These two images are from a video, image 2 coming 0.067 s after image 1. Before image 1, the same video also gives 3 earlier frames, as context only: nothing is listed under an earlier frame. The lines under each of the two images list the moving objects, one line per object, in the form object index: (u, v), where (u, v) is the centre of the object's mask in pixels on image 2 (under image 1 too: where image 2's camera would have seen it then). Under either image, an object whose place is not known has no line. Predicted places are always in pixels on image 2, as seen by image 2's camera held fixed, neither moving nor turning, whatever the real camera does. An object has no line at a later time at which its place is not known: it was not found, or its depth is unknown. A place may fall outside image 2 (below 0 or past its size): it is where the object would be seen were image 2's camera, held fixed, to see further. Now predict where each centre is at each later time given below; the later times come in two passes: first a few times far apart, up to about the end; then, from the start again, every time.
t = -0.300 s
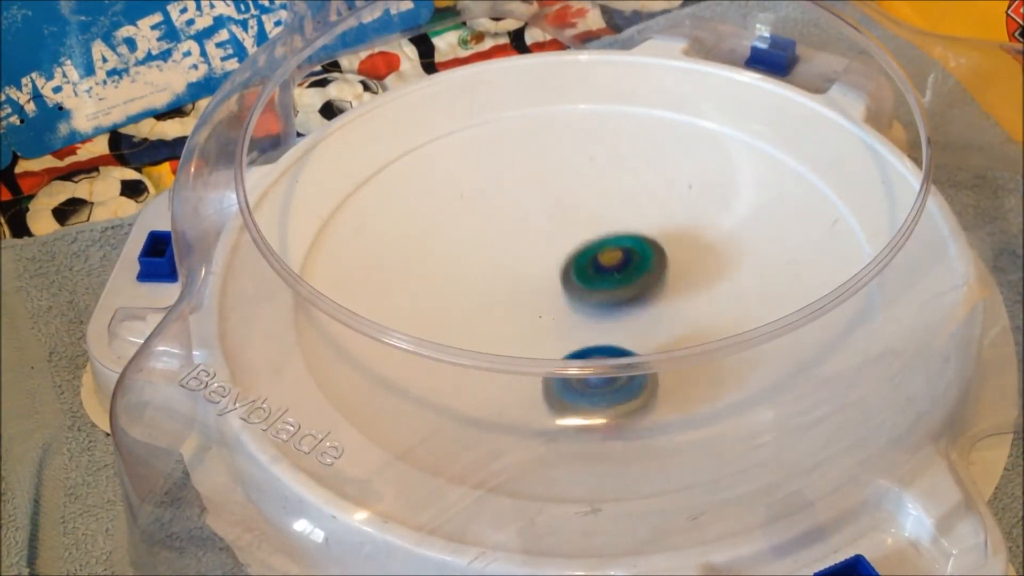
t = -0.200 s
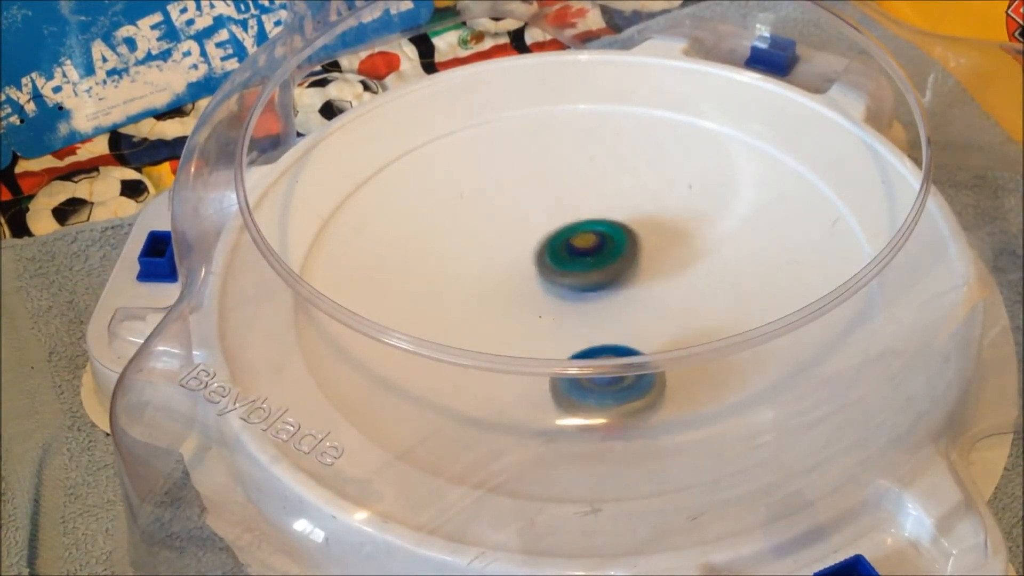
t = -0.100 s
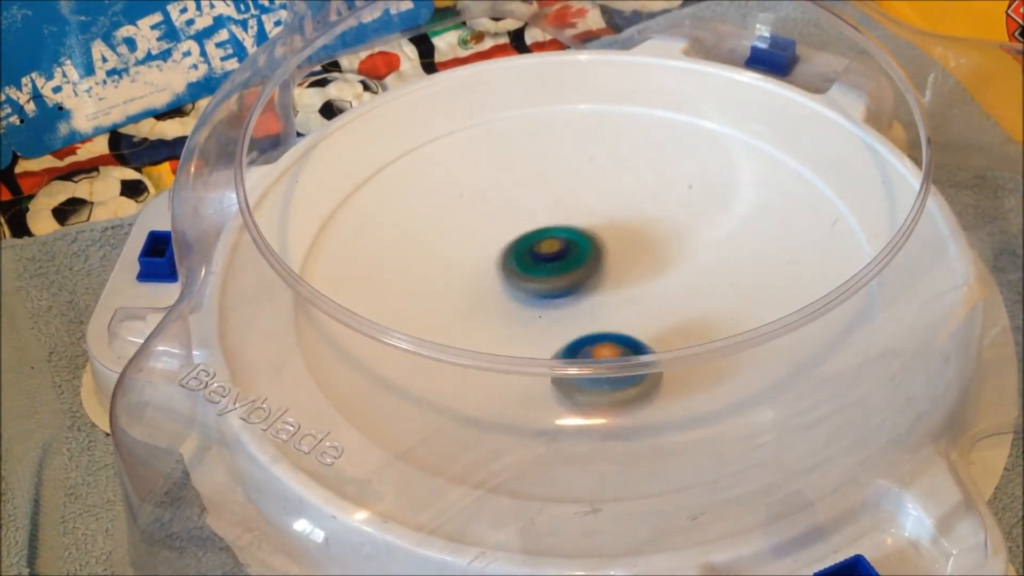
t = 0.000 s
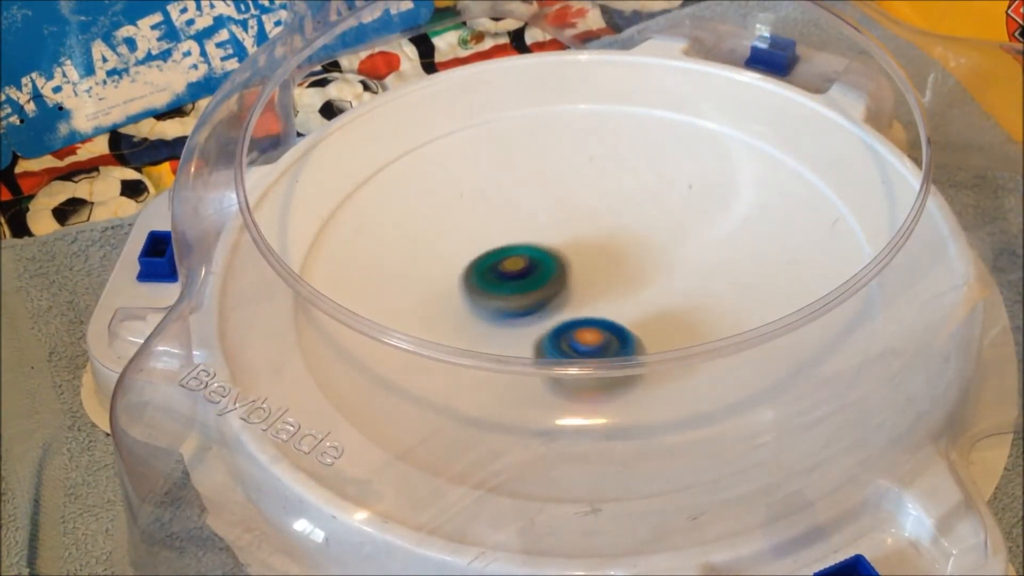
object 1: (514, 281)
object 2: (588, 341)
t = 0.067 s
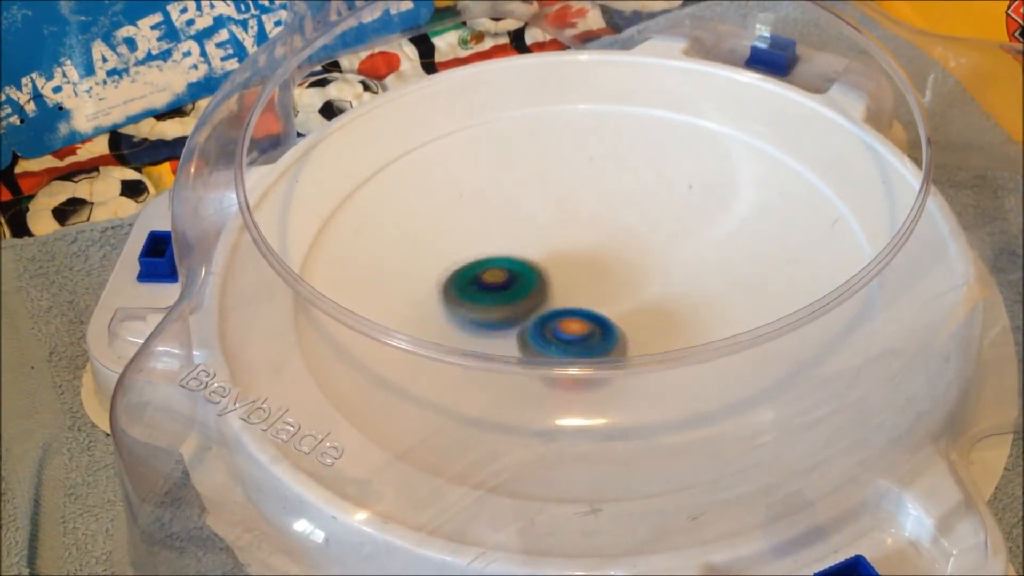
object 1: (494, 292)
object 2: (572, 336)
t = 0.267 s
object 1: (411, 239)
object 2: (525, 326)
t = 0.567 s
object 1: (337, 222)
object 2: (462, 273)
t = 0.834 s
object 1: (291, 197)
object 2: (616, 249)
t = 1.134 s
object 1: (312, 167)
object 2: (695, 177)
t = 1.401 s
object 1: (365, 118)
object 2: (648, 108)
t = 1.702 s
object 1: (416, 86)
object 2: (580, 101)
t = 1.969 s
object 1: (502, 69)
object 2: (531, 192)
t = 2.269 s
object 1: (602, 70)
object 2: (568, 307)
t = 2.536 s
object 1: (655, 109)
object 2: (645, 348)
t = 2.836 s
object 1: (664, 221)
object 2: (672, 325)
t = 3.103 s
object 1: (691, 181)
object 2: (579, 387)
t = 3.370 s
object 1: (629, 242)
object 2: (539, 359)
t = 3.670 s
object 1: (569, 313)
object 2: (451, 306)
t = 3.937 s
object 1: (528, 345)
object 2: (407, 256)
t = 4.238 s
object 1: (512, 337)
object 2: (400, 207)
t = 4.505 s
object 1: (497, 323)
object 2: (434, 185)
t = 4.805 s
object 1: (479, 261)
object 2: (526, 180)
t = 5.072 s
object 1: (465, 201)
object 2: (611, 183)
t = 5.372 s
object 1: (465, 172)
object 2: (678, 190)
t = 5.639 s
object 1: (483, 173)
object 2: (690, 218)
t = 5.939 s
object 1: (542, 199)
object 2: (647, 279)
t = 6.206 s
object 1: (617, 227)
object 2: (581, 327)
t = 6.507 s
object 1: (675, 248)
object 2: (515, 340)
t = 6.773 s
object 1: (677, 260)
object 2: (482, 333)
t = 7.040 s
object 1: (642, 277)
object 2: (459, 293)
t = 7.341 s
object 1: (557, 302)
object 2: (453, 215)
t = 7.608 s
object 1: (485, 310)
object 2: (455, 168)
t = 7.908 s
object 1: (446, 300)
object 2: (485, 163)
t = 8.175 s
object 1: (445, 281)
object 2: (561, 195)
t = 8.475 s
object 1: (476, 235)
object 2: (652, 228)
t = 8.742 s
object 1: (507, 196)
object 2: (696, 251)
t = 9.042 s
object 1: (542, 177)
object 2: (674, 274)
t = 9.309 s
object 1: (571, 185)
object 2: (591, 303)
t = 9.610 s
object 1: (619, 217)
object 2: (487, 315)
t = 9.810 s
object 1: (636, 240)
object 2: (438, 308)
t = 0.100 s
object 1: (475, 281)
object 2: (570, 336)
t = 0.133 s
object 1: (457, 272)
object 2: (567, 337)
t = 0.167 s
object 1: (442, 259)
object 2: (558, 336)
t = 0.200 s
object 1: (430, 254)
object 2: (547, 336)
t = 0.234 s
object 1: (420, 246)
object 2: (536, 332)
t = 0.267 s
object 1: (411, 239)
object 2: (525, 326)
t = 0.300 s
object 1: (401, 235)
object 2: (515, 319)
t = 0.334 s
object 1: (392, 233)
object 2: (504, 312)
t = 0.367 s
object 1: (384, 232)
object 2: (493, 304)
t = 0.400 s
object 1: (376, 233)
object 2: (482, 296)
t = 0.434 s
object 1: (369, 234)
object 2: (471, 288)
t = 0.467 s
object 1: (364, 236)
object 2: (460, 281)
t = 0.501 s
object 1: (354, 233)
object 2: (456, 277)
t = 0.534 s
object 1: (343, 226)
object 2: (459, 276)
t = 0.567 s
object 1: (337, 222)
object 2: (462, 273)
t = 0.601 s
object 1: (337, 220)
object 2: (464, 269)
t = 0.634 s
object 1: (339, 219)
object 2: (463, 264)
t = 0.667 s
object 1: (345, 219)
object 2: (462, 257)
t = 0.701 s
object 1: (353, 220)
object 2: (459, 250)
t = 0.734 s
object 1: (335, 210)
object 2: (490, 247)
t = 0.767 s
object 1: (317, 197)
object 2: (537, 250)
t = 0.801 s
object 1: (303, 197)
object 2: (579, 251)
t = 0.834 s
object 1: (291, 197)
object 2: (616, 249)
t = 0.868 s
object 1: (287, 194)
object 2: (648, 244)
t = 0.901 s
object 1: (283, 189)
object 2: (674, 239)
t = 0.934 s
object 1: (282, 186)
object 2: (692, 232)
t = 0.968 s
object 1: (285, 184)
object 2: (704, 225)
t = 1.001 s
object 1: (288, 182)
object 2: (709, 217)
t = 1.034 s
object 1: (292, 178)
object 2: (710, 207)
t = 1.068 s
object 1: (297, 175)
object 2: (706, 197)
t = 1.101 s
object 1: (303, 171)
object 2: (701, 187)
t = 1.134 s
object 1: (312, 167)
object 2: (695, 177)
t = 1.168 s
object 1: (319, 162)
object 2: (690, 167)
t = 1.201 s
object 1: (326, 158)
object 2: (685, 158)
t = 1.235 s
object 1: (332, 153)
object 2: (679, 149)
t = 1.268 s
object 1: (340, 146)
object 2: (674, 140)
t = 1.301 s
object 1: (346, 139)
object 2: (668, 131)
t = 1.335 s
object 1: (353, 133)
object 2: (662, 123)
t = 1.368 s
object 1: (358, 126)
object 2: (656, 115)
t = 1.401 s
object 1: (365, 118)
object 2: (648, 108)
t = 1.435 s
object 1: (370, 111)
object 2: (642, 101)
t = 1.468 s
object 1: (376, 104)
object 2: (635, 96)
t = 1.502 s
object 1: (381, 96)
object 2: (628, 92)
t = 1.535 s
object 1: (387, 89)
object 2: (621, 89)
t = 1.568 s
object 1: (393, 82)
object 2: (613, 90)
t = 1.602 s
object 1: (397, 82)
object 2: (606, 91)
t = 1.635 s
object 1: (402, 84)
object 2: (597, 93)
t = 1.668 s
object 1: (408, 86)
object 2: (589, 96)
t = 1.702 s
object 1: (416, 86)
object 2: (580, 101)
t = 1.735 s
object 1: (426, 86)
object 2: (573, 107)
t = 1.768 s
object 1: (437, 83)
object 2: (565, 114)
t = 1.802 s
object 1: (447, 81)
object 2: (557, 124)
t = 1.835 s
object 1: (458, 78)
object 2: (550, 135)
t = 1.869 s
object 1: (468, 75)
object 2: (542, 147)
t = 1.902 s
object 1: (480, 73)
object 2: (536, 161)
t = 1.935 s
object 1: (491, 70)
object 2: (533, 177)
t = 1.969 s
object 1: (502, 69)
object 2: (531, 192)
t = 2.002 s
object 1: (513, 68)
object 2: (530, 208)
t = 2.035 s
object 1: (524, 67)
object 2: (531, 223)
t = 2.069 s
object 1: (536, 66)
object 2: (533, 237)
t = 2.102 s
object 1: (547, 66)
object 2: (536, 250)
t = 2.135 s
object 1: (558, 66)
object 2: (541, 263)
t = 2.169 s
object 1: (569, 67)
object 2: (547, 275)
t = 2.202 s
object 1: (580, 67)
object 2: (553, 287)
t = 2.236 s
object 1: (591, 69)
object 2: (560, 297)
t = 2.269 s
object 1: (602, 70)
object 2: (568, 307)
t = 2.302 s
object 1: (612, 72)
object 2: (577, 317)
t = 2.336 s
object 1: (623, 75)
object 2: (586, 323)
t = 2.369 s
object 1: (632, 77)
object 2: (596, 327)
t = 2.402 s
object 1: (642, 80)
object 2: (606, 330)
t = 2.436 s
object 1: (651, 84)
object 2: (616, 332)
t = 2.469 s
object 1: (658, 88)
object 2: (626, 343)
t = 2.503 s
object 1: (661, 96)
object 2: (635, 346)
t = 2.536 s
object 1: (655, 109)
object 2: (645, 348)
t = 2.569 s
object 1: (650, 121)
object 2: (653, 350)
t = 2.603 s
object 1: (647, 134)
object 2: (660, 349)
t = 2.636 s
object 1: (645, 149)
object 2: (666, 348)
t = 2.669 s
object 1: (646, 161)
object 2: (672, 346)
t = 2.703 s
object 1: (649, 174)
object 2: (674, 343)
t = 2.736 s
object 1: (652, 187)
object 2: (677, 339)
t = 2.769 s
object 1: (655, 199)
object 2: (674, 329)
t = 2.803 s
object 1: (660, 211)
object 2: (674, 327)
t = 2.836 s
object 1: (664, 221)
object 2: (672, 325)
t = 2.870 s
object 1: (669, 232)
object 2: (669, 323)
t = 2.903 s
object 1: (674, 242)
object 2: (665, 321)
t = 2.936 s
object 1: (684, 233)
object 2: (647, 330)
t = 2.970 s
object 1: (693, 210)
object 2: (627, 357)
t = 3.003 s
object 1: (697, 193)
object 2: (608, 377)
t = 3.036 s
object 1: (698, 183)
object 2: (592, 385)
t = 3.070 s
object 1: (695, 179)
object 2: (583, 387)
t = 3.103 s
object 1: (691, 181)
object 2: (579, 387)
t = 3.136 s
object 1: (685, 186)
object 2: (576, 386)
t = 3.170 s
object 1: (679, 192)
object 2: (574, 385)
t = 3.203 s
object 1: (671, 199)
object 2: (571, 383)
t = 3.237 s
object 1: (663, 207)
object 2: (566, 380)
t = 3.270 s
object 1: (655, 215)
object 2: (561, 377)
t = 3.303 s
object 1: (646, 224)
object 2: (553, 377)
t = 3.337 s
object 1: (638, 233)
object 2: (546, 362)
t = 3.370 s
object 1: (629, 242)
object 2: (539, 359)
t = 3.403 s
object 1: (621, 252)
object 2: (532, 340)
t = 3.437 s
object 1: (612, 265)
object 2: (523, 337)
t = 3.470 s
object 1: (603, 274)
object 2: (515, 333)
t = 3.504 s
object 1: (595, 283)
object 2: (507, 330)
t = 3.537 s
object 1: (587, 290)
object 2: (496, 325)
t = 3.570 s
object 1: (586, 294)
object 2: (481, 322)
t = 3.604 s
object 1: (582, 300)
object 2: (469, 316)
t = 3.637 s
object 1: (576, 306)
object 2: (460, 312)
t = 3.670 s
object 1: (569, 313)
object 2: (451, 306)
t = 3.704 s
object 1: (563, 319)
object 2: (442, 300)
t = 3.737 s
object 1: (558, 323)
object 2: (435, 292)
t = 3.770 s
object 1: (552, 327)
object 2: (428, 286)
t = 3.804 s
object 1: (548, 329)
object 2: (423, 280)
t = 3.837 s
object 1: (543, 332)
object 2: (418, 275)
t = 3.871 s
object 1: (539, 334)
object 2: (414, 269)
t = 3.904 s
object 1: (534, 336)
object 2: (410, 263)
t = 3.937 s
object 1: (528, 345)
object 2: (407, 256)
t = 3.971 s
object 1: (525, 347)
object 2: (405, 251)
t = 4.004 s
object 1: (522, 349)
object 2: (403, 244)
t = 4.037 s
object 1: (519, 349)
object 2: (401, 238)
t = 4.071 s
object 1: (518, 349)
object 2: (399, 232)
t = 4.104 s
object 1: (516, 349)
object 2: (399, 227)
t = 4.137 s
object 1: (515, 348)
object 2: (398, 221)
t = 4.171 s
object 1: (514, 347)
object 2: (398, 216)
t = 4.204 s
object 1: (512, 346)
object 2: (399, 212)
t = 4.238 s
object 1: (512, 337)
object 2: (400, 207)
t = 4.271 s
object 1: (510, 336)
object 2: (402, 203)
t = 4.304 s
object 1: (508, 335)
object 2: (404, 199)
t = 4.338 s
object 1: (506, 333)
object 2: (408, 196)
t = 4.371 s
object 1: (504, 332)
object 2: (411, 194)
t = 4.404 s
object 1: (503, 330)
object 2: (416, 192)
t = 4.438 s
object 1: (501, 328)
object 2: (421, 189)
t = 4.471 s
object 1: (499, 325)
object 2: (427, 187)
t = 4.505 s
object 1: (497, 323)
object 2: (434, 185)
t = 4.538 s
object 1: (495, 319)
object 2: (442, 184)
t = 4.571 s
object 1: (493, 313)
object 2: (451, 183)
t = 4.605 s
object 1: (491, 306)
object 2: (460, 182)
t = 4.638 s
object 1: (489, 299)
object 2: (470, 181)
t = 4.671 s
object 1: (487, 291)
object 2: (481, 181)
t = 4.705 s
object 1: (485, 283)
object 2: (492, 180)
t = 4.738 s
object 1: (483, 276)
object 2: (503, 180)
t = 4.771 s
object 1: (481, 269)
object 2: (515, 180)
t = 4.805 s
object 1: (479, 261)
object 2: (526, 180)
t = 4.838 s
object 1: (477, 253)
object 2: (537, 180)
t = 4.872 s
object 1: (476, 244)
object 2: (548, 180)
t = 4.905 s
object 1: (474, 236)
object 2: (559, 180)
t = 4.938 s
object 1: (472, 229)
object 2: (569, 180)
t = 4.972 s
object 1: (470, 221)
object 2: (580, 180)
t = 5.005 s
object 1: (469, 213)
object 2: (591, 182)
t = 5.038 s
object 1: (467, 207)
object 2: (601, 182)
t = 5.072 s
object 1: (465, 201)
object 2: (611, 183)
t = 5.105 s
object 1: (464, 195)
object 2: (621, 184)
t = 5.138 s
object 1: (463, 190)
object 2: (630, 184)
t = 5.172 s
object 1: (463, 185)
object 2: (638, 185)
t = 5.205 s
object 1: (463, 181)
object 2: (646, 185)
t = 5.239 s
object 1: (463, 178)
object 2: (654, 186)
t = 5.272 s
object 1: (463, 176)
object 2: (661, 187)
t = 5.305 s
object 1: (464, 174)
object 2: (667, 188)
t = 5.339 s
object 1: (464, 172)
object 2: (673, 189)
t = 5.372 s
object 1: (465, 172)
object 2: (678, 190)
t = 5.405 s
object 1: (466, 171)
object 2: (682, 192)
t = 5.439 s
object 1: (468, 170)
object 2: (686, 194)
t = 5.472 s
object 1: (470, 170)
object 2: (688, 197)
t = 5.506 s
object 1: (472, 170)
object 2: (690, 200)
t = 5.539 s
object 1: (474, 171)
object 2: (691, 204)
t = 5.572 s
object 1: (477, 171)
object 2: (692, 207)
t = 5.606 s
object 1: (480, 172)
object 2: (691, 213)
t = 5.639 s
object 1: (483, 173)
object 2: (690, 218)
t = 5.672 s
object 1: (487, 175)
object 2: (688, 224)
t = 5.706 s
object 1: (492, 176)
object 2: (685, 230)
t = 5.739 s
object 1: (497, 178)
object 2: (682, 235)
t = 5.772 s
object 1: (503, 181)
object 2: (678, 242)
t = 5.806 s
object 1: (509, 184)
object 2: (672, 249)
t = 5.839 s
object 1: (516, 188)
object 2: (666, 257)
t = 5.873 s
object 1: (525, 191)
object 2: (660, 264)
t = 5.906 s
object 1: (533, 195)
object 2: (653, 271)
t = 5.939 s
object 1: (542, 199)
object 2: (647, 279)
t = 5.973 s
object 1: (552, 203)
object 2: (638, 286)
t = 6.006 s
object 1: (561, 207)
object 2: (630, 293)
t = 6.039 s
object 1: (570, 211)
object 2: (622, 300)
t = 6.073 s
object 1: (580, 214)
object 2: (614, 307)
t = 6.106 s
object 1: (589, 218)
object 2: (605, 312)
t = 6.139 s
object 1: (598, 221)
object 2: (597, 317)
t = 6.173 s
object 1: (608, 225)
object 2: (589, 323)
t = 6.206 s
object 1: (617, 227)
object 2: (581, 327)
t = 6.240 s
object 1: (626, 231)
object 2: (573, 331)
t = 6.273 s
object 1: (634, 233)
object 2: (566, 334)
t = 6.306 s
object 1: (642, 236)
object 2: (558, 336)
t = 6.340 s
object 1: (649, 238)
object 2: (550, 337)
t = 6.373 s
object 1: (656, 240)
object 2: (542, 339)
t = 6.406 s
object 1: (662, 243)
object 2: (534, 339)
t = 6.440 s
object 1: (668, 245)
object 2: (527, 340)
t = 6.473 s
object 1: (672, 246)
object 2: (521, 340)
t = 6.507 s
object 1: (675, 248)
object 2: (515, 340)
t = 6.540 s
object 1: (677, 250)
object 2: (509, 340)
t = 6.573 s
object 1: (679, 251)
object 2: (504, 340)
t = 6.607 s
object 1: (680, 253)
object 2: (499, 340)
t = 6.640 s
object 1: (680, 254)
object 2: (495, 339)
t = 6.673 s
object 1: (680, 255)
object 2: (491, 338)
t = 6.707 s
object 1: (679, 257)
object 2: (488, 337)
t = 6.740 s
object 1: (678, 258)
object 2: (484, 335)
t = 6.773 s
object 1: (677, 260)
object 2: (482, 333)
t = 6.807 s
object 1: (675, 261)
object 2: (478, 331)
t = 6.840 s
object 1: (672, 263)
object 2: (475, 328)
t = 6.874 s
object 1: (669, 265)
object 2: (472, 324)
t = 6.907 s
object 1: (665, 267)
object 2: (469, 320)
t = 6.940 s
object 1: (661, 269)
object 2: (466, 315)
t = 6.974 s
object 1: (655, 272)
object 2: (463, 308)
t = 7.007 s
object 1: (649, 274)
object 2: (461, 301)
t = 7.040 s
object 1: (642, 277)
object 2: (459, 293)
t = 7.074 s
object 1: (635, 280)
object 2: (458, 284)
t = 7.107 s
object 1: (626, 283)
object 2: (457, 276)
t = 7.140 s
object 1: (616, 286)
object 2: (456, 267)
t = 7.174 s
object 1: (607, 289)
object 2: (456, 258)
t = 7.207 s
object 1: (597, 291)
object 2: (456, 248)
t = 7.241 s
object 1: (588, 294)
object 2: (456, 240)
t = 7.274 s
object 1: (577, 297)
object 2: (455, 231)
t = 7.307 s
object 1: (568, 299)
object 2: (454, 223)
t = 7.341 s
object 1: (557, 302)
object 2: (453, 215)
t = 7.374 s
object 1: (548, 304)
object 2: (452, 207)
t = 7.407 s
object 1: (538, 306)
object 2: (452, 200)
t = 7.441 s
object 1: (528, 307)
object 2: (452, 193)
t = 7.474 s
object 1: (519, 308)
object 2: (452, 186)
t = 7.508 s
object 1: (510, 308)
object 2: (452, 180)
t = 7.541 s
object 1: (501, 309)
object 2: (453, 176)
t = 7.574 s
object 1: (493, 309)
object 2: (454, 171)
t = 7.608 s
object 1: (485, 310)
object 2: (455, 168)
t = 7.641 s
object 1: (478, 310)
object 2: (456, 165)
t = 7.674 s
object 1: (472, 309)
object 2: (458, 163)
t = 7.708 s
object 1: (467, 308)
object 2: (460, 161)
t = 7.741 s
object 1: (462, 307)
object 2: (462, 160)
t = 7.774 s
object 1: (458, 306)
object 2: (465, 159)
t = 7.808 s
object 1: (454, 305)
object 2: (469, 160)
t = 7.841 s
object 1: (451, 303)
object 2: (473, 160)
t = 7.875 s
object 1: (448, 302)
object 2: (478, 161)
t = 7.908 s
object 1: (446, 300)
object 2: (485, 163)
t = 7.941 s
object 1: (445, 299)
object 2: (493, 167)
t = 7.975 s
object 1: (444, 297)
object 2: (501, 169)
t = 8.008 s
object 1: (443, 294)
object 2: (511, 173)
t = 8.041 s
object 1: (442, 292)
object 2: (520, 177)
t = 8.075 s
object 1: (442, 290)
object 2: (531, 182)
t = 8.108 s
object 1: (443, 287)
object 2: (541, 186)
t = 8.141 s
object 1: (444, 284)
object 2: (551, 190)
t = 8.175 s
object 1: (445, 281)
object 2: (561, 195)
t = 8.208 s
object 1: (447, 277)
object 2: (571, 199)
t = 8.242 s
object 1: (449, 273)
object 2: (582, 204)
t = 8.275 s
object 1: (452, 268)
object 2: (592, 208)
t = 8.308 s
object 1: (456, 264)
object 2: (603, 212)
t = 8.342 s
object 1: (459, 258)
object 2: (614, 215)
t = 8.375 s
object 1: (463, 253)
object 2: (625, 219)
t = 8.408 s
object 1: (467, 247)
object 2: (634, 222)
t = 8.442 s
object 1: (471, 241)
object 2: (644, 225)
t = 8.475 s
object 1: (476, 235)
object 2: (652, 228)
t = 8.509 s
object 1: (479, 229)
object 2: (659, 231)
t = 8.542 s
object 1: (483, 223)
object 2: (667, 234)
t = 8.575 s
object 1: (487, 218)
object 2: (674, 237)
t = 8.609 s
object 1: (491, 213)
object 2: (679, 240)
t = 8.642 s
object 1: (495, 208)
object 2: (685, 243)
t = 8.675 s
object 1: (499, 204)
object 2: (690, 246)
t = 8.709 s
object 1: (503, 199)
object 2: (693, 249)
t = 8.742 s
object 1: (507, 196)
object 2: (696, 251)
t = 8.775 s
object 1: (512, 192)
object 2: (698, 254)
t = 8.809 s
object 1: (516, 189)
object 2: (698, 256)
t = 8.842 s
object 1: (520, 185)
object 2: (698, 257)
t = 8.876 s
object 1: (524, 183)
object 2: (697, 259)
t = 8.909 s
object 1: (528, 181)
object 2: (695, 262)
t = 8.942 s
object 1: (531, 179)
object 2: (692, 264)
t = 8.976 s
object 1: (535, 178)
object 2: (688, 268)
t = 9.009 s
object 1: (539, 177)
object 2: (682, 271)
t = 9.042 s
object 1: (542, 177)
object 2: (674, 274)
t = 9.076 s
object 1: (546, 177)
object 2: (666, 278)
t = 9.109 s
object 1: (549, 176)
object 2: (657, 281)
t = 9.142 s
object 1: (552, 177)
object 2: (647, 285)
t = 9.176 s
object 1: (556, 178)
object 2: (637, 288)
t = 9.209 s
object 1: (559, 179)
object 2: (626, 292)
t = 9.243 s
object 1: (563, 180)
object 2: (614, 297)
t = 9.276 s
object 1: (567, 182)
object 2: (602, 300)
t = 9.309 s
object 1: (571, 185)
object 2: (591, 303)
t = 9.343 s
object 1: (575, 187)
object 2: (578, 303)
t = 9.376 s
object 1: (580, 190)
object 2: (566, 307)
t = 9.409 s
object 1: (585, 195)
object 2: (554, 309)
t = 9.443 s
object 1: (591, 198)
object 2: (542, 310)
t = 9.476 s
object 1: (596, 202)
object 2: (531, 313)
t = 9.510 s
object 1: (602, 206)
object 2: (519, 313)
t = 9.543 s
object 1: (608, 210)
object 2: (508, 315)
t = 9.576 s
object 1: (613, 214)
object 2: (497, 315)
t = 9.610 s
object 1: (619, 217)
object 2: (487, 315)
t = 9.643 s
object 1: (622, 221)
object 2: (477, 315)
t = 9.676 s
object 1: (626, 225)
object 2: (468, 314)
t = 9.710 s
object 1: (629, 228)
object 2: (459, 311)
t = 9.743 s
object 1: (632, 232)
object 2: (452, 310)
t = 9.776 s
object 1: (634, 236)
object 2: (445, 310)
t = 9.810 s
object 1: (636, 240)
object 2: (438, 308)
